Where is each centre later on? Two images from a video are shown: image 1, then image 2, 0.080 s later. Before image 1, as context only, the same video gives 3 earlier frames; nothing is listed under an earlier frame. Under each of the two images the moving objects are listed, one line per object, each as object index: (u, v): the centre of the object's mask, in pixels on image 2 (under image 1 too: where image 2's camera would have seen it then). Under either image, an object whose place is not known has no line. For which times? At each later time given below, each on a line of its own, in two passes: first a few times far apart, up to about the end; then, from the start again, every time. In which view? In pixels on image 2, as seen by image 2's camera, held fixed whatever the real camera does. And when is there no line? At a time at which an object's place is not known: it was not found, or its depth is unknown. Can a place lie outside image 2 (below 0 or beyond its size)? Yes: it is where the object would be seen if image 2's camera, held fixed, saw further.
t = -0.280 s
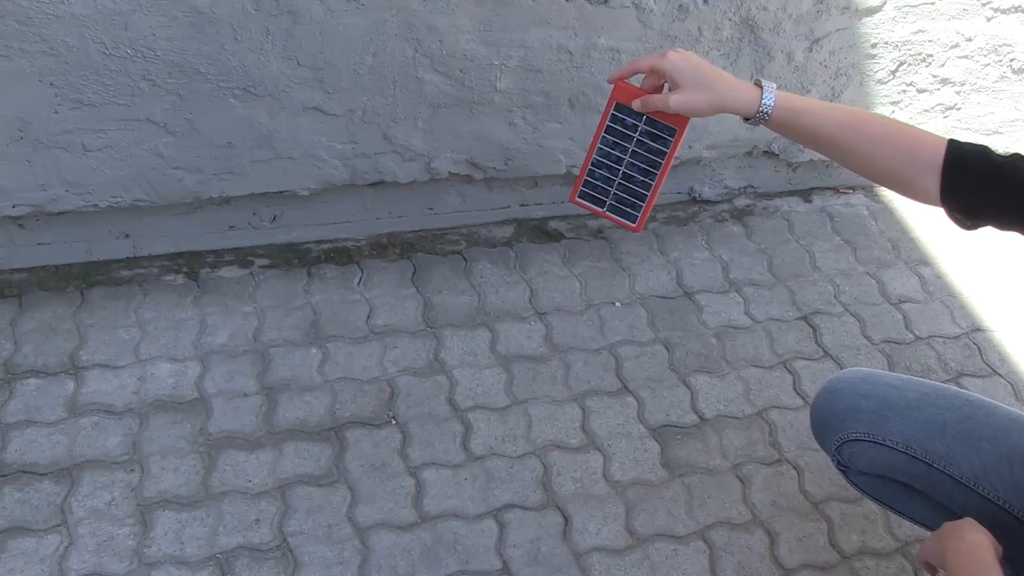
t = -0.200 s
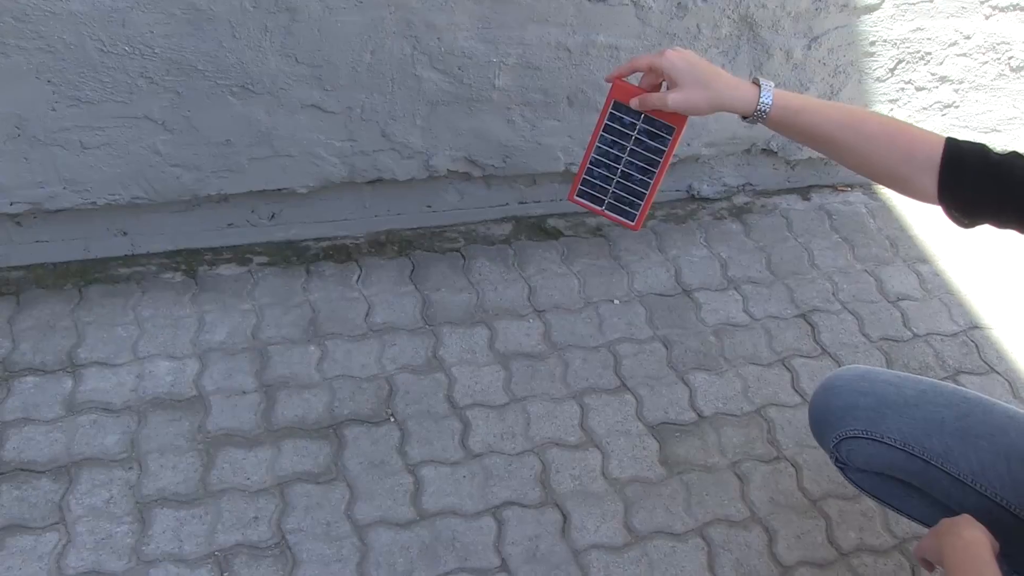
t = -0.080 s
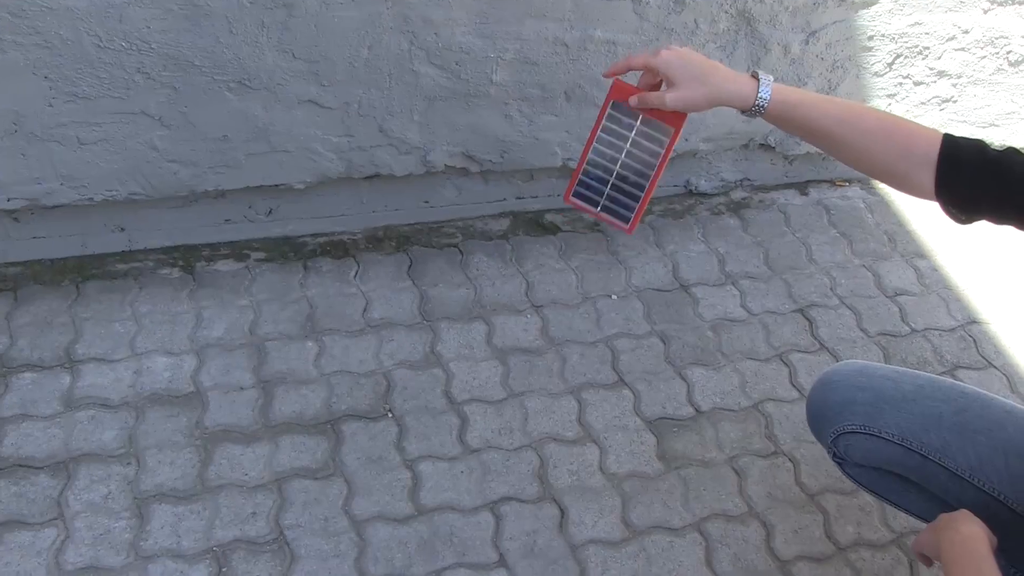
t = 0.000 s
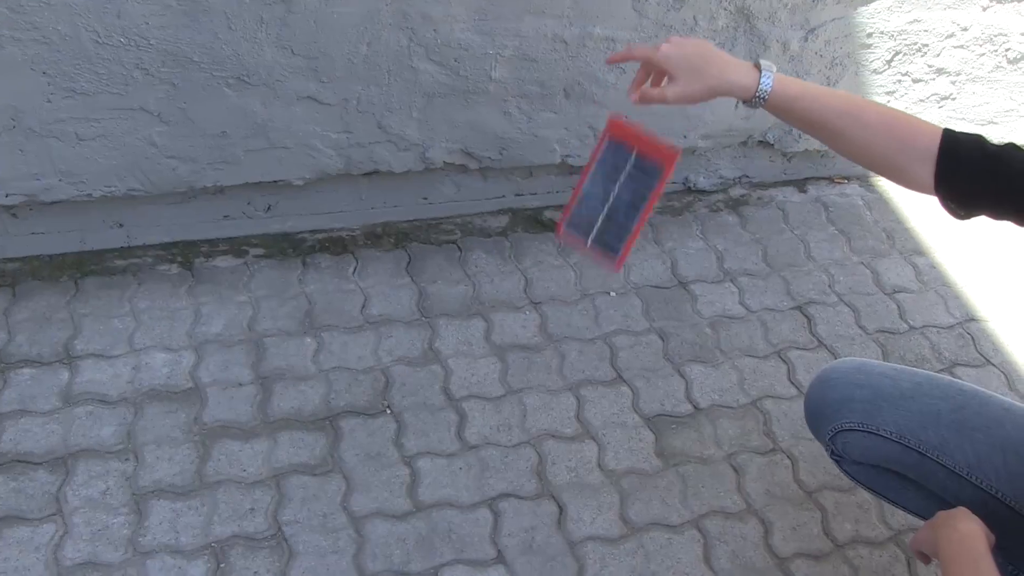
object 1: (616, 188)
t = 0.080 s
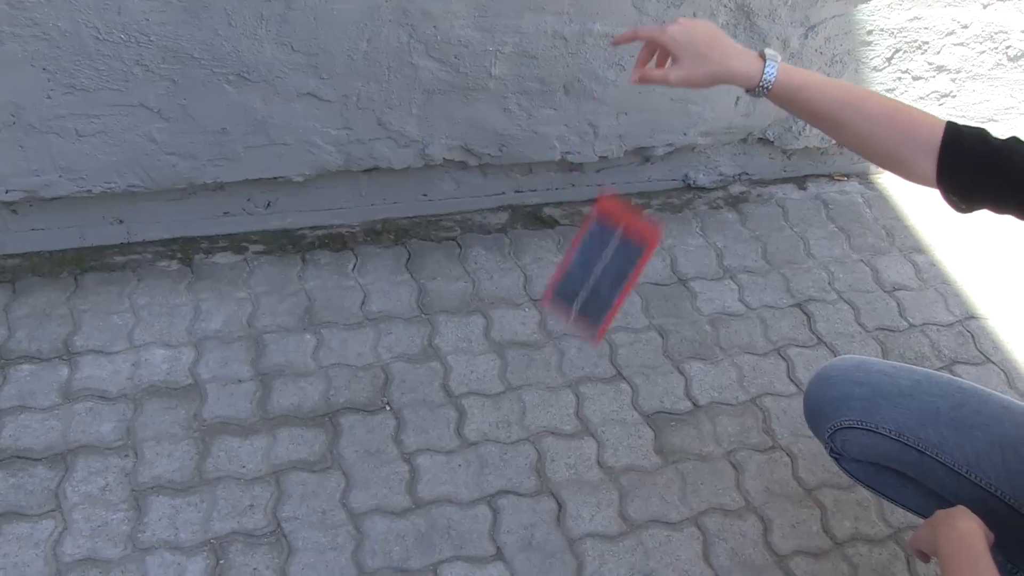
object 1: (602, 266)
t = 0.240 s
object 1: (560, 457)
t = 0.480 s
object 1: (570, 380)
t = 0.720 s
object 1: (576, 364)
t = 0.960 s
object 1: (574, 367)
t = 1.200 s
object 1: (574, 367)
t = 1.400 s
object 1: (574, 367)
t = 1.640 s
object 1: (573, 367)
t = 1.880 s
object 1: (573, 367)
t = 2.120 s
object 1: (573, 367)
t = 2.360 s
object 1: (573, 367)
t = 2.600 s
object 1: (573, 367)
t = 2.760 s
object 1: (573, 367)
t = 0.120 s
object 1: (591, 316)
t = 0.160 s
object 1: (579, 371)
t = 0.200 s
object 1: (568, 428)
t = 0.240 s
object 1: (560, 457)
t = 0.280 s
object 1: (566, 430)
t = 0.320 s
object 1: (570, 407)
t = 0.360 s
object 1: (575, 394)
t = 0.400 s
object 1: (570, 390)
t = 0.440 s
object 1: (571, 382)
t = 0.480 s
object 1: (570, 380)
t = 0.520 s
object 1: (570, 369)
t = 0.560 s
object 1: (572, 363)
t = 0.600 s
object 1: (574, 364)
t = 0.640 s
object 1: (575, 362)
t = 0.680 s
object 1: (576, 363)
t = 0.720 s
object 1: (576, 364)
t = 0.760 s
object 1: (576, 362)
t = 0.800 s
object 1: (575, 363)
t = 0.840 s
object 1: (575, 365)
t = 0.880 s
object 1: (574, 365)
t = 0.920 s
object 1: (574, 366)
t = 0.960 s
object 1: (574, 367)
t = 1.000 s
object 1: (574, 367)
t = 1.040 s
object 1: (574, 367)
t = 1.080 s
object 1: (573, 367)
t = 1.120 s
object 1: (573, 367)
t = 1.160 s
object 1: (573, 367)
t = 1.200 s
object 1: (574, 367)
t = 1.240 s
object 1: (573, 367)
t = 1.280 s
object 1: (573, 367)
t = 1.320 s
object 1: (574, 367)
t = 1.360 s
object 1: (574, 367)
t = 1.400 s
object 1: (574, 367)
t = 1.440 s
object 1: (573, 367)
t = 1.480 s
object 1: (573, 367)
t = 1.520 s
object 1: (573, 367)
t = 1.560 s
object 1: (573, 367)
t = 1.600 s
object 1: (573, 367)
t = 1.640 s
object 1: (573, 367)
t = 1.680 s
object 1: (573, 367)
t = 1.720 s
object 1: (573, 367)
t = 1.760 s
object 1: (573, 367)
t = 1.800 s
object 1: (573, 367)
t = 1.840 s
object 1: (573, 367)
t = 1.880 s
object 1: (573, 367)
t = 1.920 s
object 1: (573, 367)
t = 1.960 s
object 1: (573, 367)
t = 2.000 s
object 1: (573, 367)
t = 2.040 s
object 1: (573, 367)
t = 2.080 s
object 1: (573, 367)
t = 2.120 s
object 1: (573, 367)
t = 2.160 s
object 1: (573, 367)
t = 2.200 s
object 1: (573, 367)
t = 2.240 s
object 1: (573, 367)
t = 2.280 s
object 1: (573, 367)
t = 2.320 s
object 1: (573, 367)
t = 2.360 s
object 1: (573, 367)
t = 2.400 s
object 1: (573, 367)
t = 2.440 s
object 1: (573, 367)
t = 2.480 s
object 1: (573, 367)
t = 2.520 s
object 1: (573, 367)
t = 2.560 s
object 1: (573, 367)
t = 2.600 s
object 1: (573, 367)
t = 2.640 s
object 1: (573, 367)
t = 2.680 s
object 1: (573, 367)
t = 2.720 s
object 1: (573, 367)
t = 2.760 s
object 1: (573, 367)
